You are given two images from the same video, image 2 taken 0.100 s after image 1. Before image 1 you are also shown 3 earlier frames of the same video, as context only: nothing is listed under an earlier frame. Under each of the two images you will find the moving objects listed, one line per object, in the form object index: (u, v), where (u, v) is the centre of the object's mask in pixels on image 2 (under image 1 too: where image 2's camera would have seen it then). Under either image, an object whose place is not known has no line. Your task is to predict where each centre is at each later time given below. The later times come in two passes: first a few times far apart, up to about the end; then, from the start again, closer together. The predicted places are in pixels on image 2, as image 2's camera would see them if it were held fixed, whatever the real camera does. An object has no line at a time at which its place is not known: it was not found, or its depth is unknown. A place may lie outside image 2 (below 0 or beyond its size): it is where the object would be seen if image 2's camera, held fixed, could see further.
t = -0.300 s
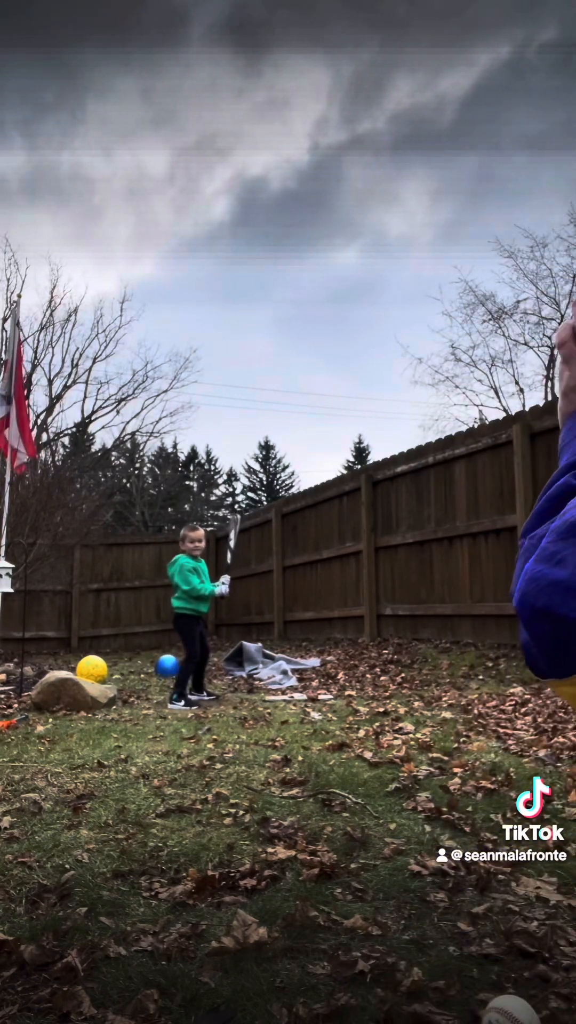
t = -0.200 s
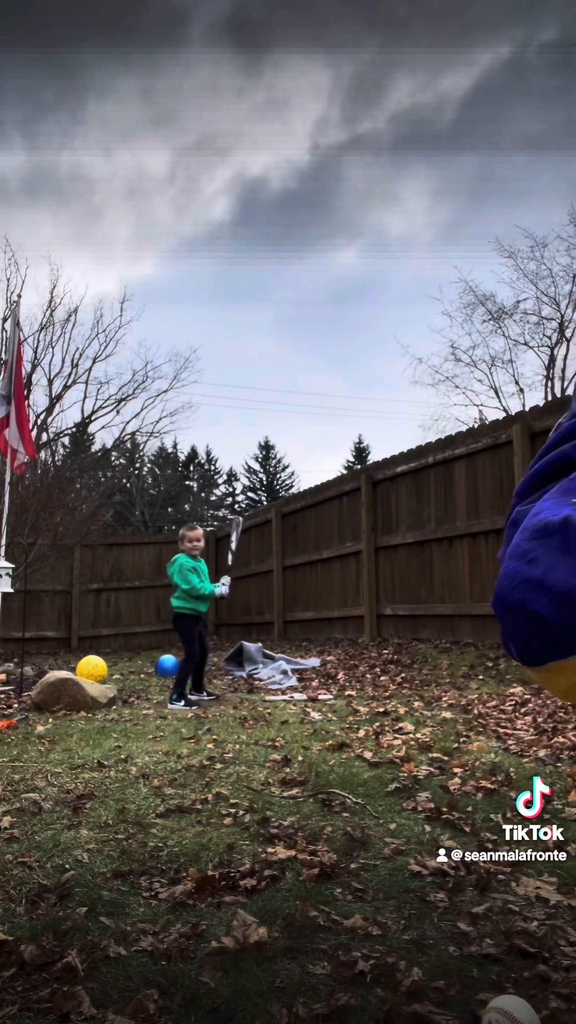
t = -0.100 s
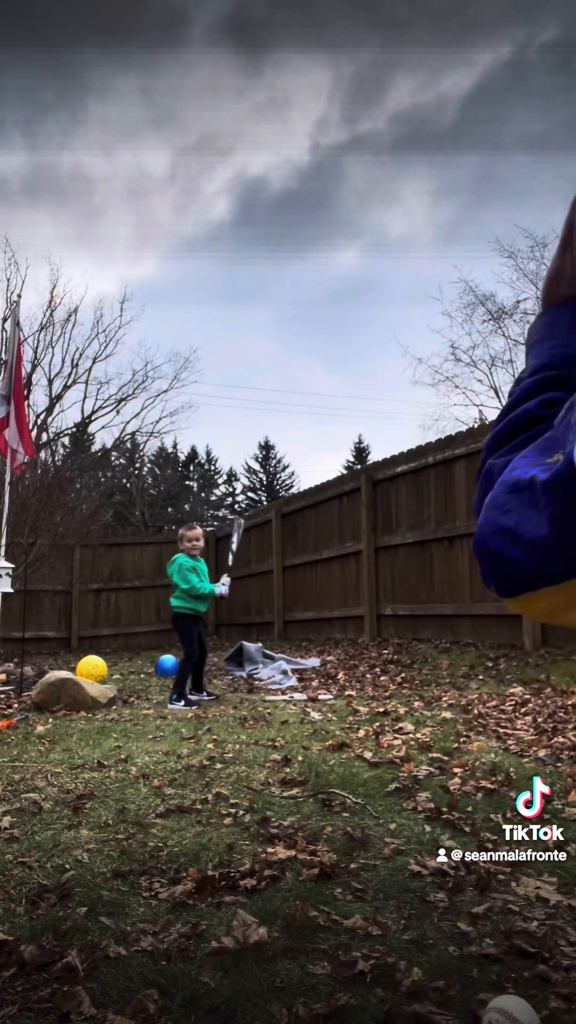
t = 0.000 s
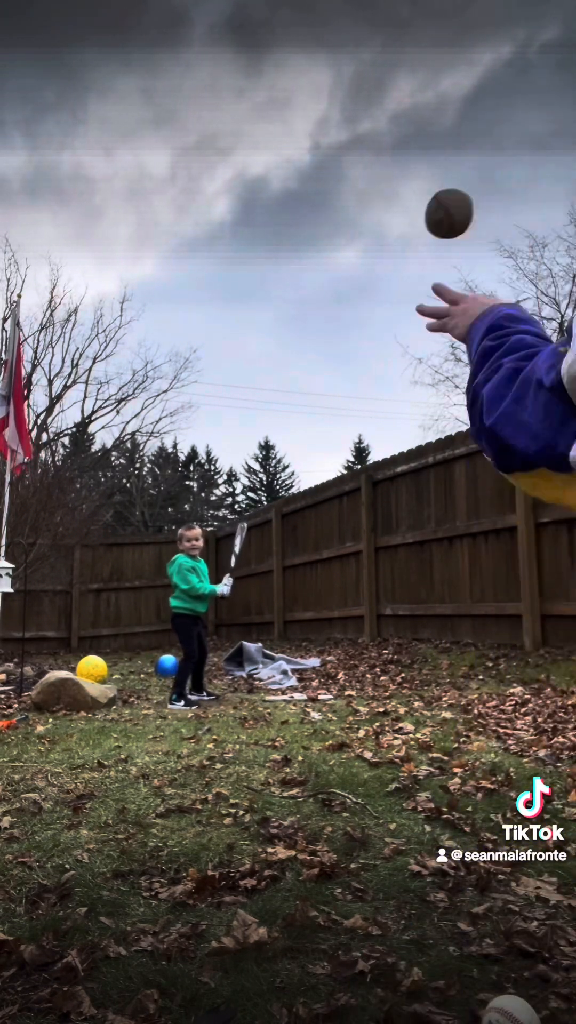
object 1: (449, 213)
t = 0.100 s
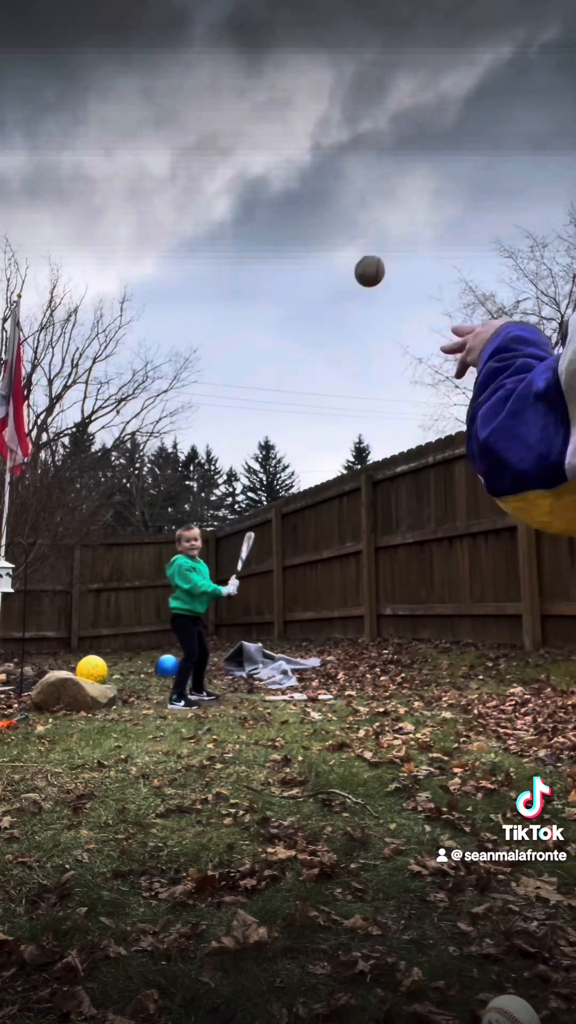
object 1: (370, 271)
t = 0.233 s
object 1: (323, 348)
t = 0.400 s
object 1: (295, 445)
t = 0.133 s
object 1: (355, 290)
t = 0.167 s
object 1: (342, 309)
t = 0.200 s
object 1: (332, 328)
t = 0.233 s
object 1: (323, 348)
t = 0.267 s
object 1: (316, 367)
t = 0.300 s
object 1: (310, 386)
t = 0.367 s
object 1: (299, 425)
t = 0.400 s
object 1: (295, 445)
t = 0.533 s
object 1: (281, 525)
